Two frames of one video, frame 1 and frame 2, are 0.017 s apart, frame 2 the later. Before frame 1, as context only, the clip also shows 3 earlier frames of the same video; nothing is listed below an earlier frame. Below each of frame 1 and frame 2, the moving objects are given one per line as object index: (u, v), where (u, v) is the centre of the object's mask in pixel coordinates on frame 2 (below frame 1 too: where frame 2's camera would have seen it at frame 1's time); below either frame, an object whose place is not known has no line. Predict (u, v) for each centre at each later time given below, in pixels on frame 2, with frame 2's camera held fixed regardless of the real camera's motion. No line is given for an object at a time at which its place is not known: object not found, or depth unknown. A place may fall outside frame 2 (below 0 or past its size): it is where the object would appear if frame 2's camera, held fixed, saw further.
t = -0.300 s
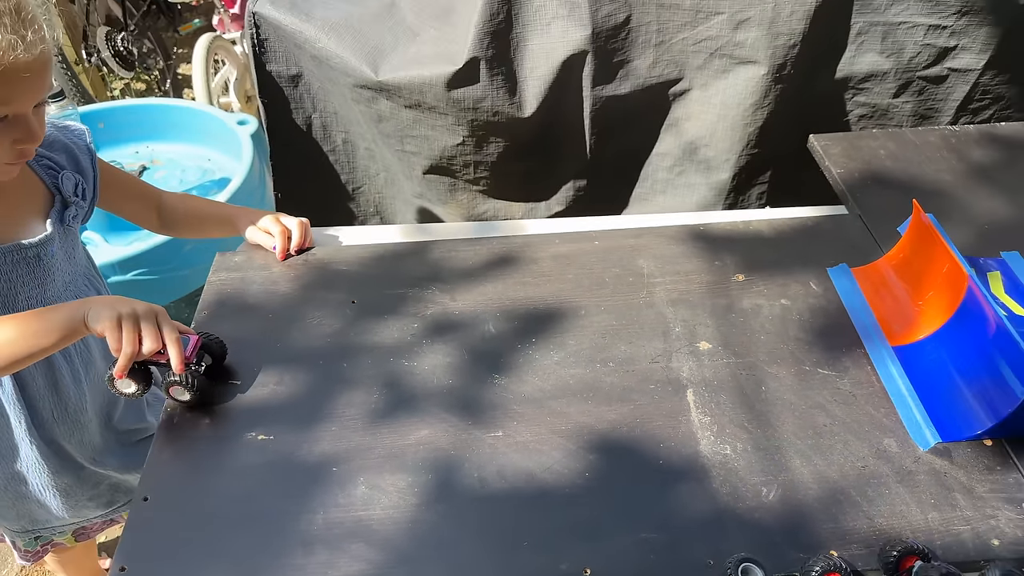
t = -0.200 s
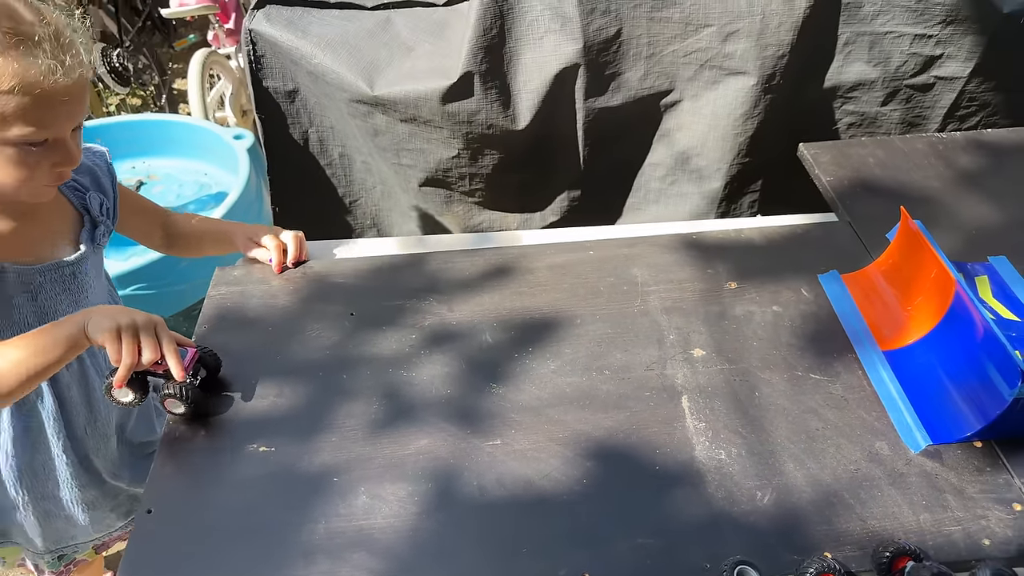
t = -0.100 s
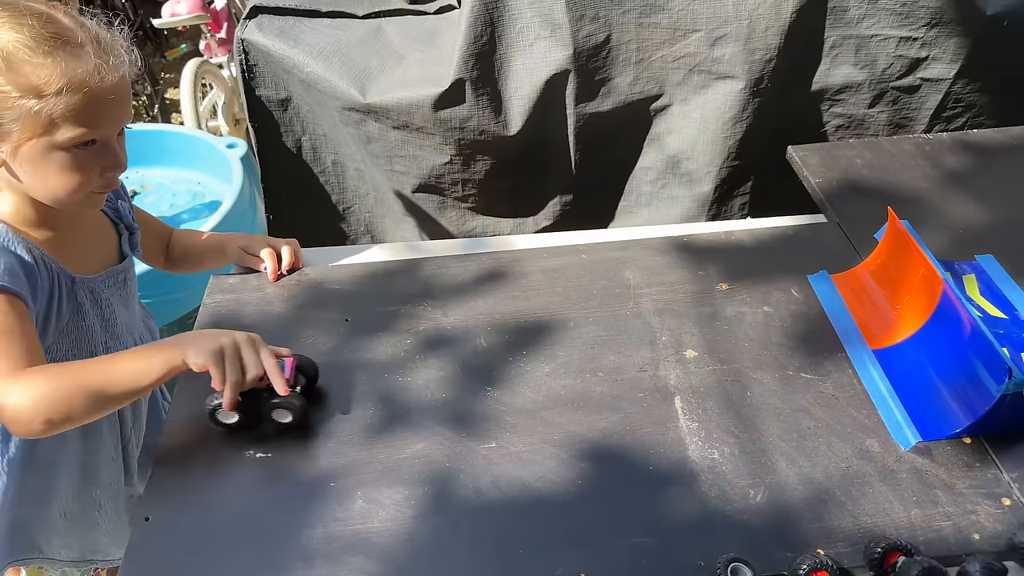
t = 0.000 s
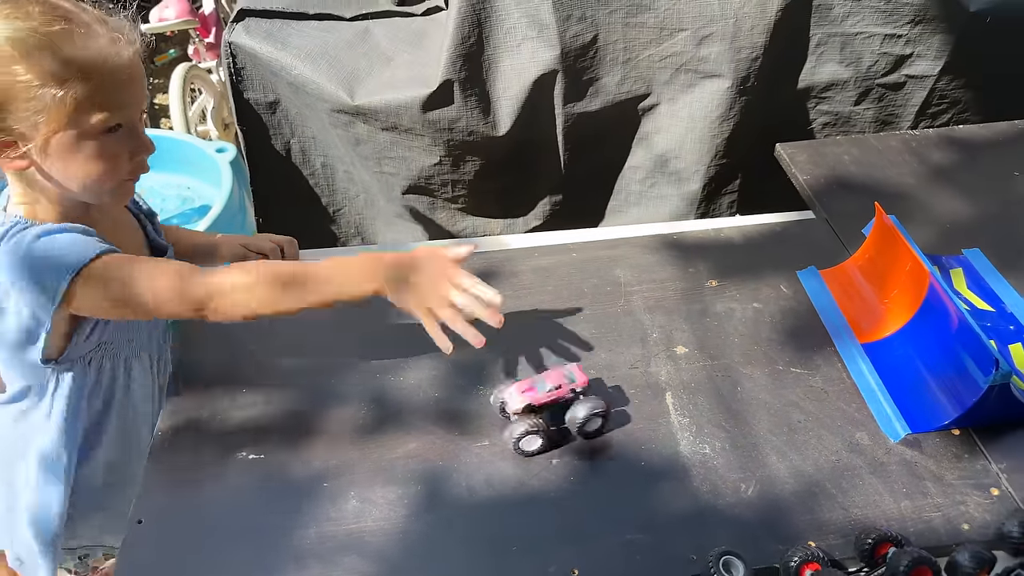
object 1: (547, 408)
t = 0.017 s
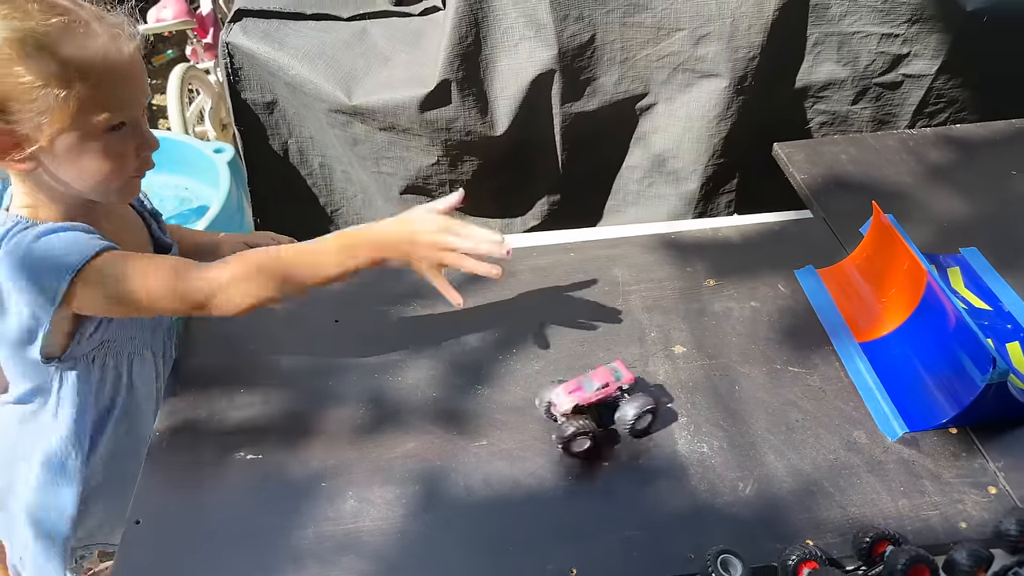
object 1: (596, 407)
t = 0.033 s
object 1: (644, 407)
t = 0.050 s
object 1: (694, 408)
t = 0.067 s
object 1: (743, 408)
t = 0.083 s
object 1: (788, 407)
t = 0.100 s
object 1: (834, 403)
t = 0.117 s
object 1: (880, 399)
